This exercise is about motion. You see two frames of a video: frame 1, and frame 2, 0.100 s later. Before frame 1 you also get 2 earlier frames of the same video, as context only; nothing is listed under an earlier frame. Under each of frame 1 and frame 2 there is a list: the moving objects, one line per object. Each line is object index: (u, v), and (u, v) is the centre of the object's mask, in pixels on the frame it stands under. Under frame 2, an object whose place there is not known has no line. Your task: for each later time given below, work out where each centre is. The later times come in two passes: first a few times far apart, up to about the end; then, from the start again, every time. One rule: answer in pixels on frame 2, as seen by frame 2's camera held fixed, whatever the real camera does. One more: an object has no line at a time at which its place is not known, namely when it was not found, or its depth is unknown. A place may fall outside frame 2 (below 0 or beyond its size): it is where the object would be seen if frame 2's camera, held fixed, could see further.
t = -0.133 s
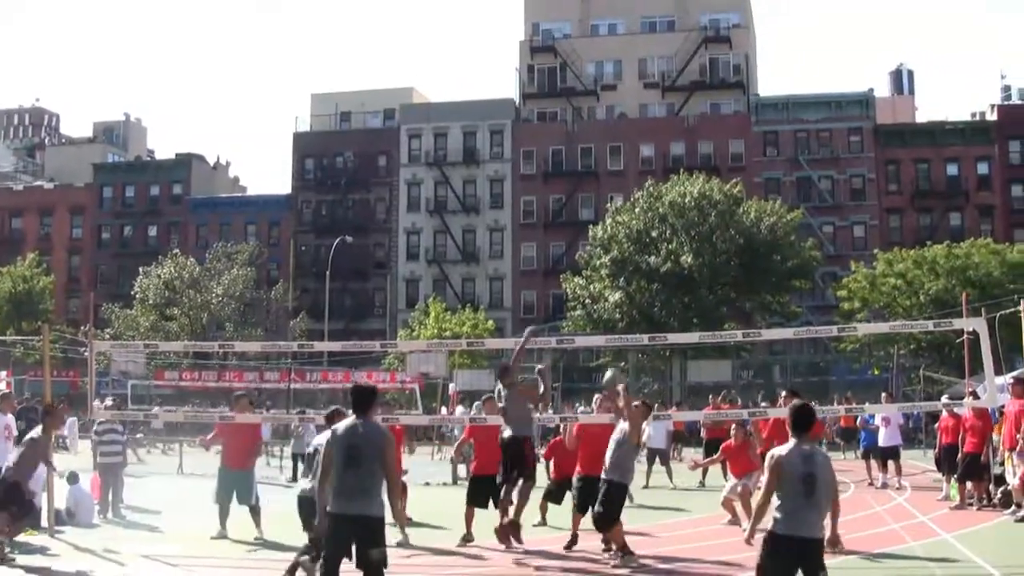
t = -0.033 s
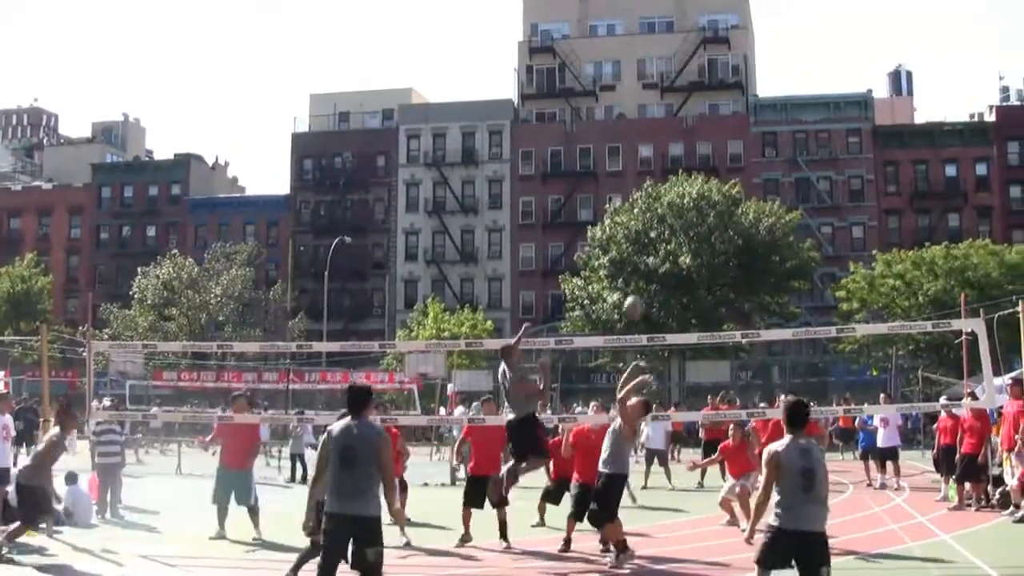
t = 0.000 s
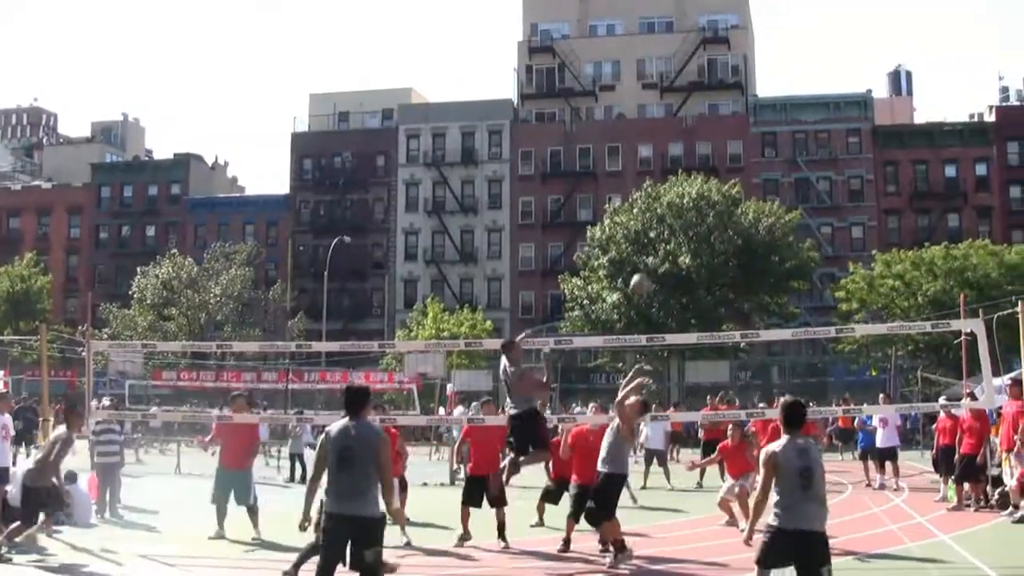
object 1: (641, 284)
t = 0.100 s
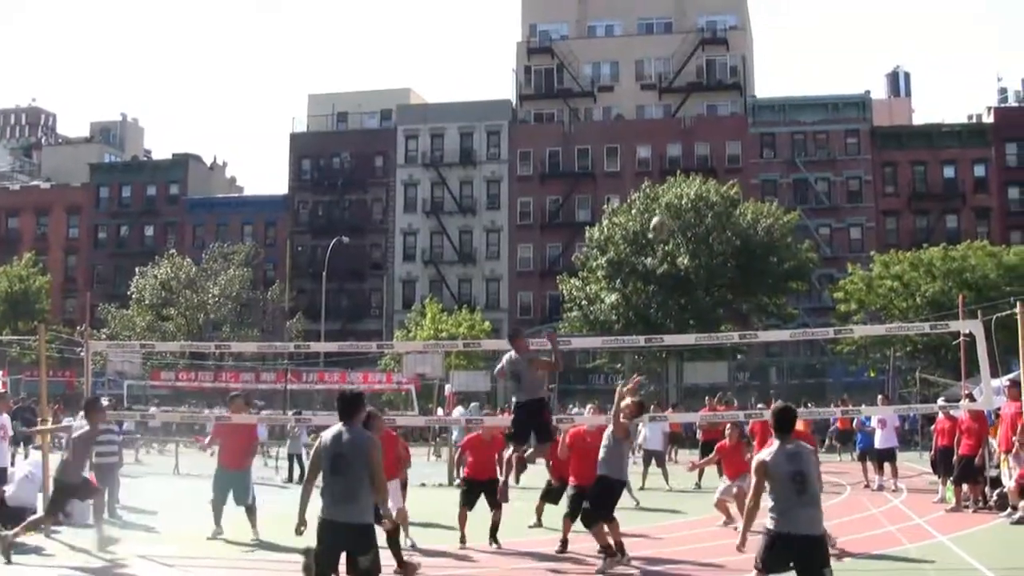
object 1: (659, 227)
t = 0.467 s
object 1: (734, 97)
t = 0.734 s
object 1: (793, 86)
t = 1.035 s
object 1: (851, 148)
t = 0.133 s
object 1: (667, 208)
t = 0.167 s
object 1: (673, 192)
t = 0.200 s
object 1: (682, 176)
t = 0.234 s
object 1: (687, 165)
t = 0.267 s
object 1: (694, 148)
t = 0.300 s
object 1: (701, 140)
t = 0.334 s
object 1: (708, 128)
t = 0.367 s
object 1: (713, 118)
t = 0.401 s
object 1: (721, 110)
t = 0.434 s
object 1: (727, 103)
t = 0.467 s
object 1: (734, 97)
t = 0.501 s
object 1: (739, 92)
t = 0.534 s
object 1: (749, 89)
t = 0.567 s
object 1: (757, 86)
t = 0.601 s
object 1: (765, 85)
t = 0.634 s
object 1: (772, 84)
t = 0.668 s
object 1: (779, 83)
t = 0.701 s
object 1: (786, 83)
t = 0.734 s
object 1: (793, 86)
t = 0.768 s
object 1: (800, 88)
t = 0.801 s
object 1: (807, 92)
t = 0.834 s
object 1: (814, 96)
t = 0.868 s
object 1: (820, 103)
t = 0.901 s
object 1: (824, 108)
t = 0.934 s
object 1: (833, 116)
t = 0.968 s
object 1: (838, 126)
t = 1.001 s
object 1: (846, 136)
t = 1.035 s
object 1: (851, 148)
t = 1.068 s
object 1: (860, 161)
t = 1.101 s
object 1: (866, 174)
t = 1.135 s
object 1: (874, 191)
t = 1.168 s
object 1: (879, 205)
